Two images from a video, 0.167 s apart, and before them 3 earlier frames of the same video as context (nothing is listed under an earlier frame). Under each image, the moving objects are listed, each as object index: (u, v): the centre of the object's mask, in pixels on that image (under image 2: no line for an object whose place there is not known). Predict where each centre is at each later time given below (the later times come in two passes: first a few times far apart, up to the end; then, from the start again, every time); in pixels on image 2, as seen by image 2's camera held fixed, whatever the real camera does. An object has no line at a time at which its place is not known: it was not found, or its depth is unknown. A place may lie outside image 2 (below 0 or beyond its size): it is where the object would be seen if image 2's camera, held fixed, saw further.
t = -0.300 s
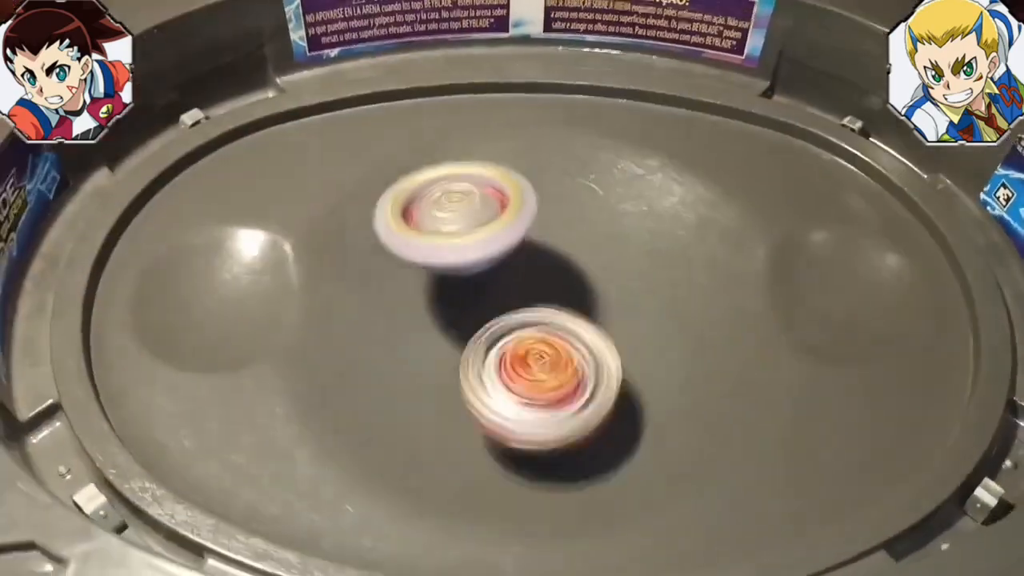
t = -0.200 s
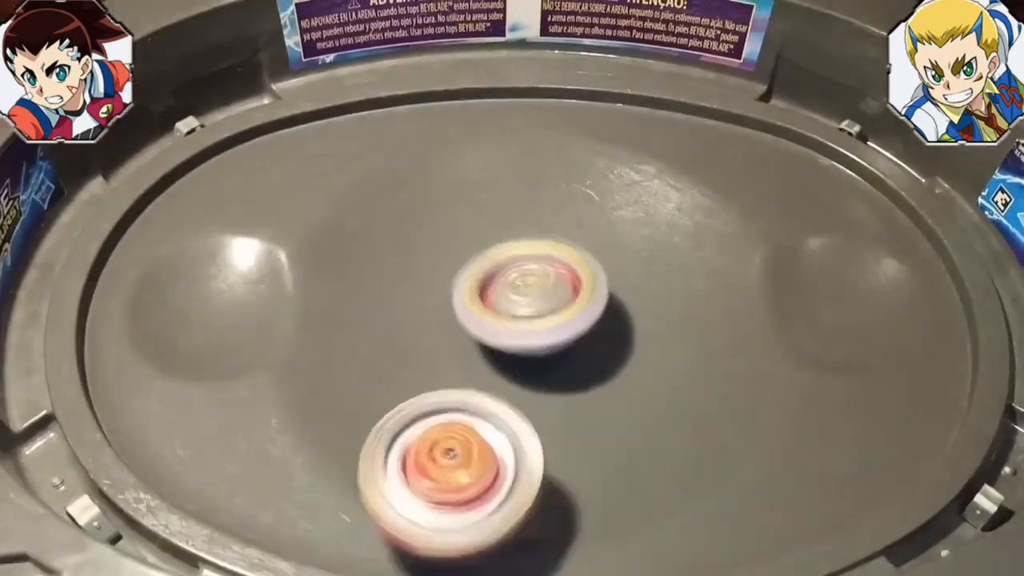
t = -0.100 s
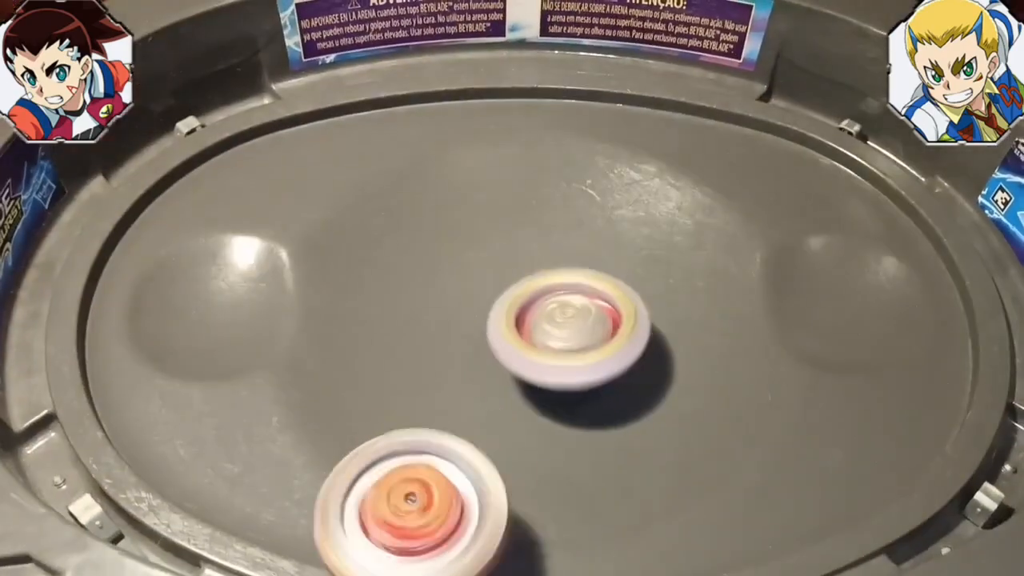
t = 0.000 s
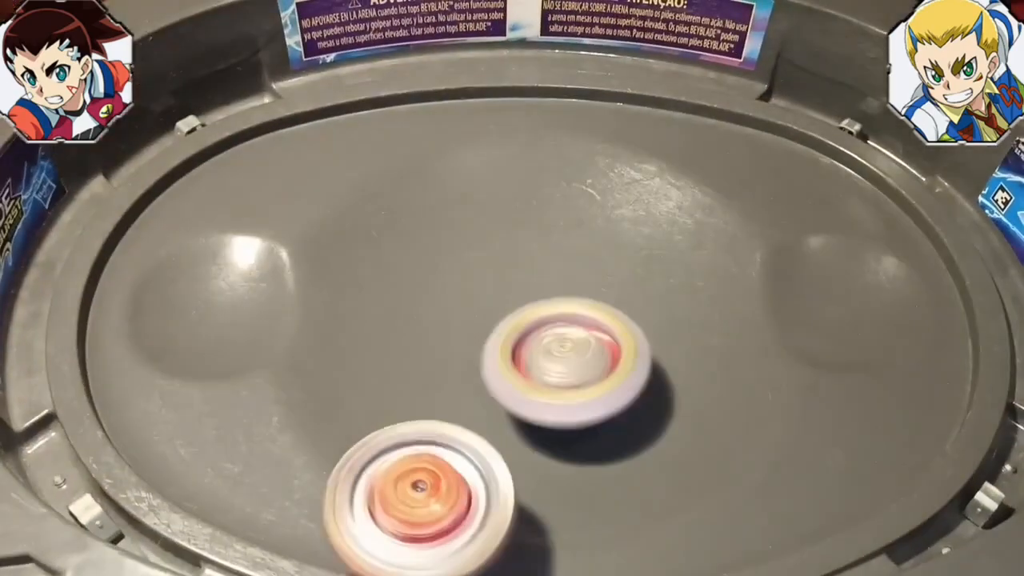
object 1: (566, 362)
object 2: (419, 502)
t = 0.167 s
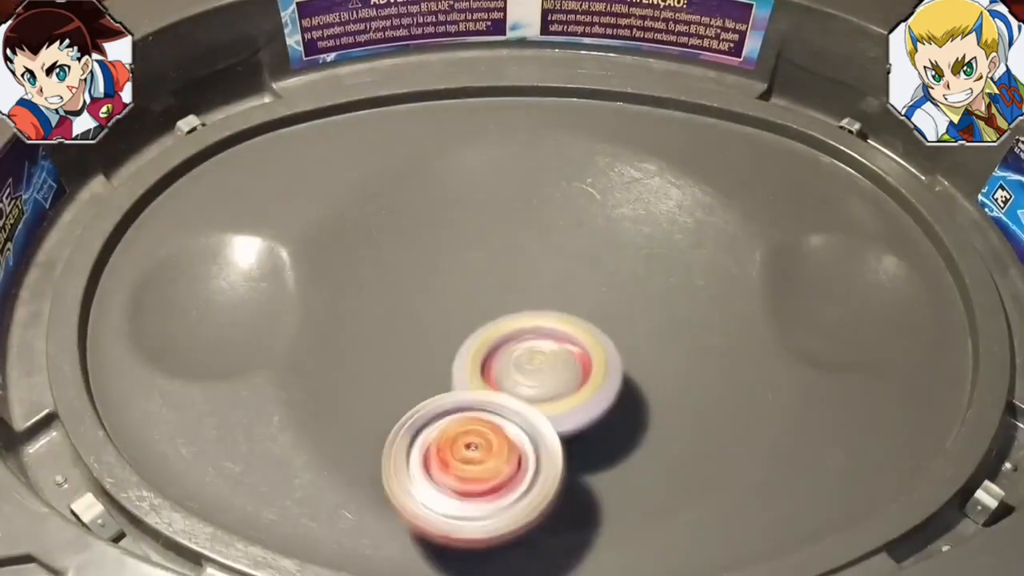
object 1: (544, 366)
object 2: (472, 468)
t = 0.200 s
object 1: (552, 359)
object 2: (474, 466)
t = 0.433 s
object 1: (560, 263)
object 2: (531, 386)
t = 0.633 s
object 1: (461, 214)
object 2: (522, 313)
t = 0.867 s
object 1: (353, 279)
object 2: (468, 367)
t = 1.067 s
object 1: (395, 307)
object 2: (538, 404)
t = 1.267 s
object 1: (365, 150)
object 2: (811, 351)
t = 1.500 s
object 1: (409, 113)
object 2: (839, 200)
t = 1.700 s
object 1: (473, 212)
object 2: (707, 153)
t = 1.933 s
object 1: (616, 396)
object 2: (339, 203)
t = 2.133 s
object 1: (580, 336)
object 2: (114, 344)
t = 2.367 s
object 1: (439, 135)
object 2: (181, 337)
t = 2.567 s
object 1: (345, 99)
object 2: (308, 229)
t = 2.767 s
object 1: (381, 110)
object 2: (476, 360)
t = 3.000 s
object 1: (498, 272)
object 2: (698, 291)
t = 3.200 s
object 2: (577, 143)
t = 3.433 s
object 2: (295, 258)
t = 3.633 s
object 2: (286, 488)
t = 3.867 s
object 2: (638, 453)
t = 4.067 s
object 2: (737, 182)
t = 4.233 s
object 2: (625, 92)
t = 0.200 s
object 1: (552, 359)
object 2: (474, 466)
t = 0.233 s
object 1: (563, 351)
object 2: (477, 462)
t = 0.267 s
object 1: (570, 341)
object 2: (486, 453)
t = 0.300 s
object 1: (572, 328)
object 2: (499, 437)
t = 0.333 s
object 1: (573, 311)
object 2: (504, 427)
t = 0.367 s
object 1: (574, 293)
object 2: (510, 415)
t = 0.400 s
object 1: (570, 277)
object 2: (520, 401)
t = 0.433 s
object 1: (560, 263)
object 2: (531, 386)
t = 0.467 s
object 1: (546, 252)
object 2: (541, 368)
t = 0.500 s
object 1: (532, 242)
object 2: (547, 356)
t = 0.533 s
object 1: (516, 227)
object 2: (545, 345)
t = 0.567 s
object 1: (497, 217)
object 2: (541, 334)
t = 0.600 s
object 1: (480, 212)
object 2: (534, 322)
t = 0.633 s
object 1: (461, 214)
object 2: (522, 313)
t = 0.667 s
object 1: (433, 206)
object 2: (518, 318)
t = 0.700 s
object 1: (409, 203)
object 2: (511, 325)
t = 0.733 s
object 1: (388, 207)
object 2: (502, 331)
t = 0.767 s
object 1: (371, 219)
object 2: (492, 339)
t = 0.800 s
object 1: (360, 236)
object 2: (480, 346)
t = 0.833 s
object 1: (355, 261)
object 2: (470, 354)
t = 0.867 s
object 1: (353, 279)
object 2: (468, 367)
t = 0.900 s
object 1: (354, 287)
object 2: (468, 384)
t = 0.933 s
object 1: (355, 302)
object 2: (476, 398)
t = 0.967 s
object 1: (356, 305)
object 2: (490, 411)
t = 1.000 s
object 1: (364, 303)
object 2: (508, 417)
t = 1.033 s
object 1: (377, 305)
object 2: (524, 414)
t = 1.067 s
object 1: (395, 307)
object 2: (538, 404)
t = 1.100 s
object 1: (411, 305)
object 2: (561, 395)
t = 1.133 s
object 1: (389, 264)
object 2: (637, 407)
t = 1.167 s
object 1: (375, 229)
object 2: (697, 405)
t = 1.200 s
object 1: (366, 196)
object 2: (750, 391)
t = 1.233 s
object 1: (361, 168)
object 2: (787, 371)
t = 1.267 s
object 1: (365, 150)
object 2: (811, 351)
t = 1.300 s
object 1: (370, 137)
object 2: (826, 328)
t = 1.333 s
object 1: (376, 127)
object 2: (831, 310)
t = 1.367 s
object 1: (384, 121)
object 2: (838, 293)
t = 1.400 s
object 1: (391, 118)
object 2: (847, 270)
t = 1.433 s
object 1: (397, 114)
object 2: (851, 243)
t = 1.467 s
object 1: (404, 112)
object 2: (847, 218)
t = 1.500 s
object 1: (409, 113)
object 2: (839, 200)
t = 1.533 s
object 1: (414, 113)
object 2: (828, 190)
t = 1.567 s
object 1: (422, 120)
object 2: (814, 185)
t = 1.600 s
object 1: (430, 133)
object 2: (795, 178)
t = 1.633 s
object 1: (441, 153)
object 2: (769, 170)
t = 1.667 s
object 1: (457, 182)
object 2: (739, 161)
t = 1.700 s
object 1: (473, 212)
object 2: (707, 153)
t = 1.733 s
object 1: (492, 246)
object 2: (667, 151)
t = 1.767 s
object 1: (515, 283)
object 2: (621, 154)
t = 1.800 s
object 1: (537, 313)
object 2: (570, 160)
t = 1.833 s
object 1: (560, 344)
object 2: (515, 169)
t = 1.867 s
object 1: (581, 368)
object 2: (456, 177)
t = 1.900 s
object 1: (602, 386)
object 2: (396, 188)
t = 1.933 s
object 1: (616, 396)
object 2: (339, 203)
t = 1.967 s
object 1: (625, 399)
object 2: (285, 228)
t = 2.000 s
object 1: (625, 396)
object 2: (230, 275)
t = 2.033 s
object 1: (619, 389)
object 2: (179, 301)
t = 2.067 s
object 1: (610, 377)
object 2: (138, 315)
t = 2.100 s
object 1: (595, 358)
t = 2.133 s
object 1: (580, 336)
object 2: (114, 344)
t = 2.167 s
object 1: (561, 308)
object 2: (125, 350)
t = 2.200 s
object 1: (542, 277)
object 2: (136, 352)
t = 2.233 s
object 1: (522, 244)
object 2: (146, 352)
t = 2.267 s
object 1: (502, 212)
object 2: (156, 350)
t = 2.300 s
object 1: (480, 181)
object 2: (165, 346)
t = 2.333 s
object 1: (459, 154)
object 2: (174, 341)
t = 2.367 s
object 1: (439, 135)
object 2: (181, 337)
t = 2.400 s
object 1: (421, 123)
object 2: (195, 331)
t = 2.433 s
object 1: (404, 116)
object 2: (216, 324)
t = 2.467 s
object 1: (387, 111)
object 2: (242, 309)
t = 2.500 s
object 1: (372, 104)
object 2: (269, 284)
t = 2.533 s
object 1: (357, 98)
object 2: (290, 254)
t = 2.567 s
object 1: (345, 99)
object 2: (308, 229)
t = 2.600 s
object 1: (339, 98)
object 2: (327, 224)
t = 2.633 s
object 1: (342, 75)
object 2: (347, 247)
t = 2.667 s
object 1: (351, 68)
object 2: (372, 277)
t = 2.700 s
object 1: (360, 78)
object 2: (402, 309)
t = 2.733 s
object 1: (370, 97)
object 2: (437, 338)
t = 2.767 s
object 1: (381, 110)
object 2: (476, 360)
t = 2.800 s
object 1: (393, 123)
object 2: (519, 375)
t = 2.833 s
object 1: (404, 134)
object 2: (564, 379)
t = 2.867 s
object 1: (417, 155)
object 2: (606, 374)
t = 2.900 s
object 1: (433, 179)
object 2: (642, 361)
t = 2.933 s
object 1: (452, 210)
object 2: (671, 342)
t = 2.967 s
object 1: (475, 242)
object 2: (690, 318)
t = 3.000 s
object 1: (498, 272)
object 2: (698, 291)
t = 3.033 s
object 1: (527, 298)
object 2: (697, 262)
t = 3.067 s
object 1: (555, 325)
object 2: (688, 233)
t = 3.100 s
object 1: (584, 344)
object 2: (671, 205)
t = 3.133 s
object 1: (610, 355)
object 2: (646, 180)
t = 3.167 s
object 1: (633, 360)
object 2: (615, 159)
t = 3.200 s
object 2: (577, 143)
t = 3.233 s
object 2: (535, 133)
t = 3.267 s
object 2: (488, 131)
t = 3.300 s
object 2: (440, 136)
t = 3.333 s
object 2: (393, 151)
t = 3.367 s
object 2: (353, 176)
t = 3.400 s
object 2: (320, 210)
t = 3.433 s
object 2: (295, 258)
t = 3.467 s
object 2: (276, 304)
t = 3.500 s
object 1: (520, 228)
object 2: (264, 341)
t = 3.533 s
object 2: (258, 384)
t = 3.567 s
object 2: (258, 424)
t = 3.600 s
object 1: (455, 174)
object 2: (266, 460)
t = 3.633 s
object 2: (286, 488)
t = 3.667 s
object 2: (321, 494)
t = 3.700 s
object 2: (368, 498)
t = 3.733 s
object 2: (420, 498)
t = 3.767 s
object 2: (470, 497)
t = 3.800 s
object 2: (527, 493)
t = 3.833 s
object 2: (587, 479)
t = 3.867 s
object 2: (638, 453)
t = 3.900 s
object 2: (688, 414)
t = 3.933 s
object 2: (720, 370)
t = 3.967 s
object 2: (744, 321)
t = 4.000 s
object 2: (754, 272)
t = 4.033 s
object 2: (750, 225)
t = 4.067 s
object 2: (737, 182)
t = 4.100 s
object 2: (712, 145)
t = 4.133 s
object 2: (691, 115)
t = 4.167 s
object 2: (670, 91)
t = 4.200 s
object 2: (648, 85)
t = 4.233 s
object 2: (625, 92)
